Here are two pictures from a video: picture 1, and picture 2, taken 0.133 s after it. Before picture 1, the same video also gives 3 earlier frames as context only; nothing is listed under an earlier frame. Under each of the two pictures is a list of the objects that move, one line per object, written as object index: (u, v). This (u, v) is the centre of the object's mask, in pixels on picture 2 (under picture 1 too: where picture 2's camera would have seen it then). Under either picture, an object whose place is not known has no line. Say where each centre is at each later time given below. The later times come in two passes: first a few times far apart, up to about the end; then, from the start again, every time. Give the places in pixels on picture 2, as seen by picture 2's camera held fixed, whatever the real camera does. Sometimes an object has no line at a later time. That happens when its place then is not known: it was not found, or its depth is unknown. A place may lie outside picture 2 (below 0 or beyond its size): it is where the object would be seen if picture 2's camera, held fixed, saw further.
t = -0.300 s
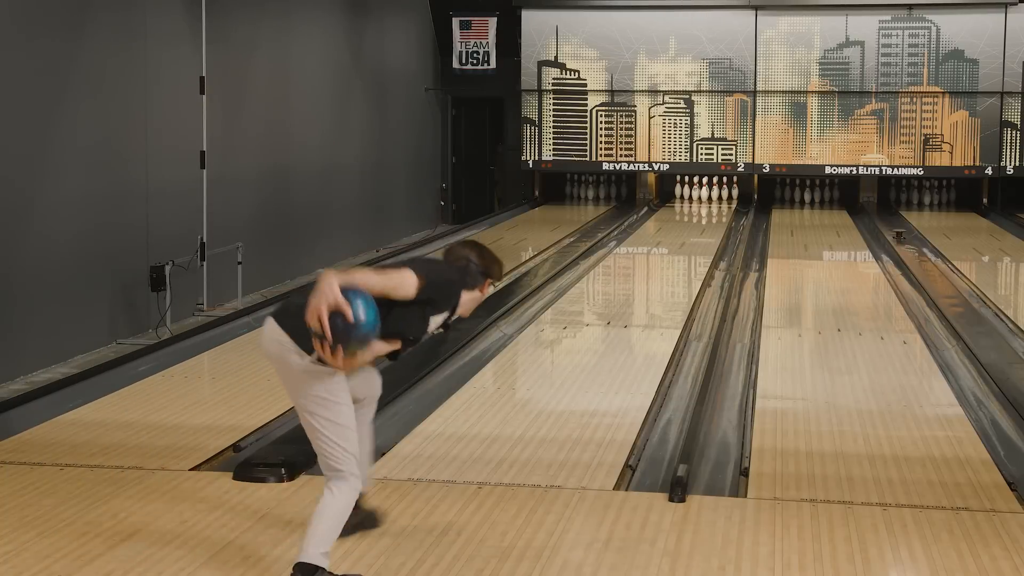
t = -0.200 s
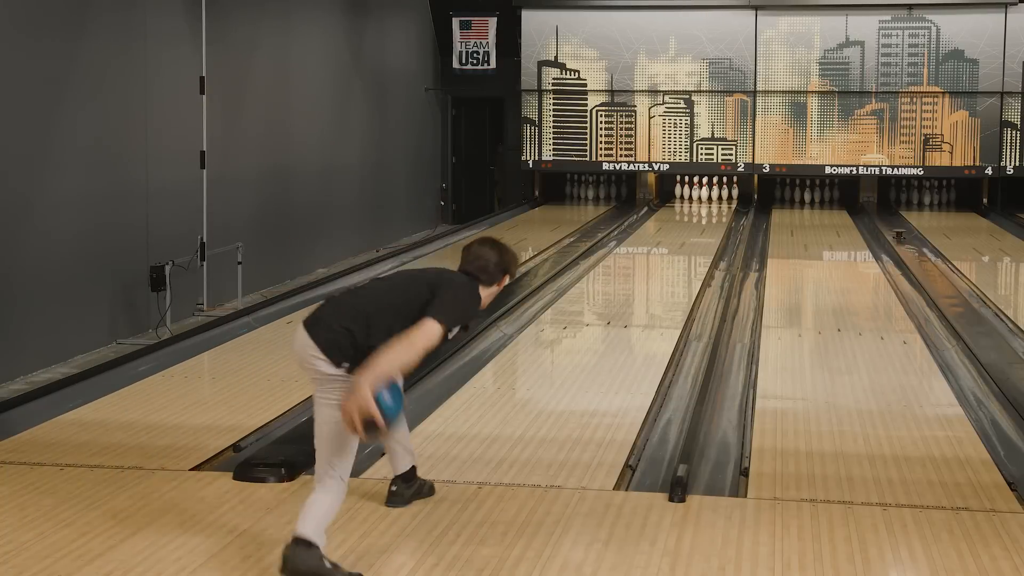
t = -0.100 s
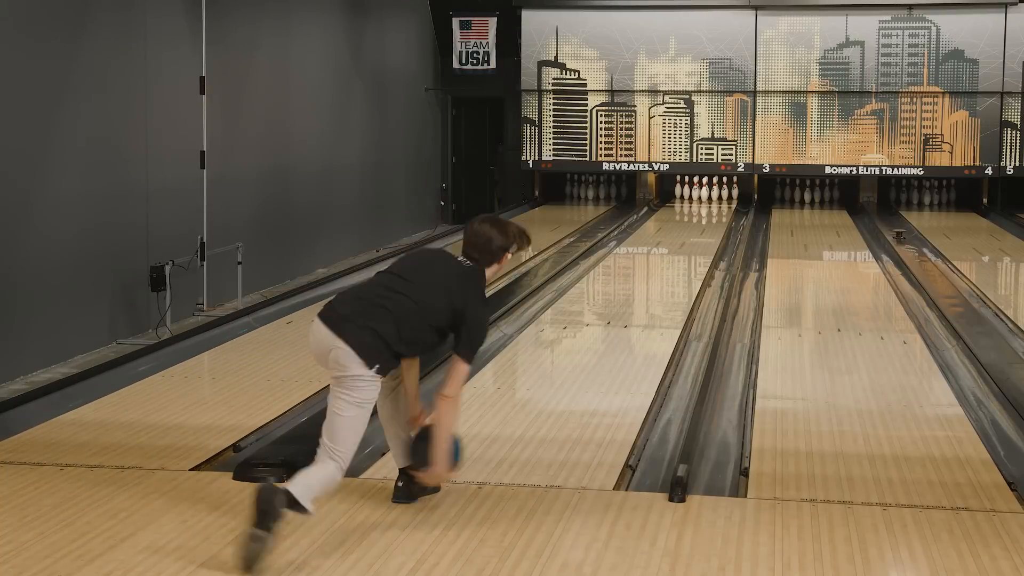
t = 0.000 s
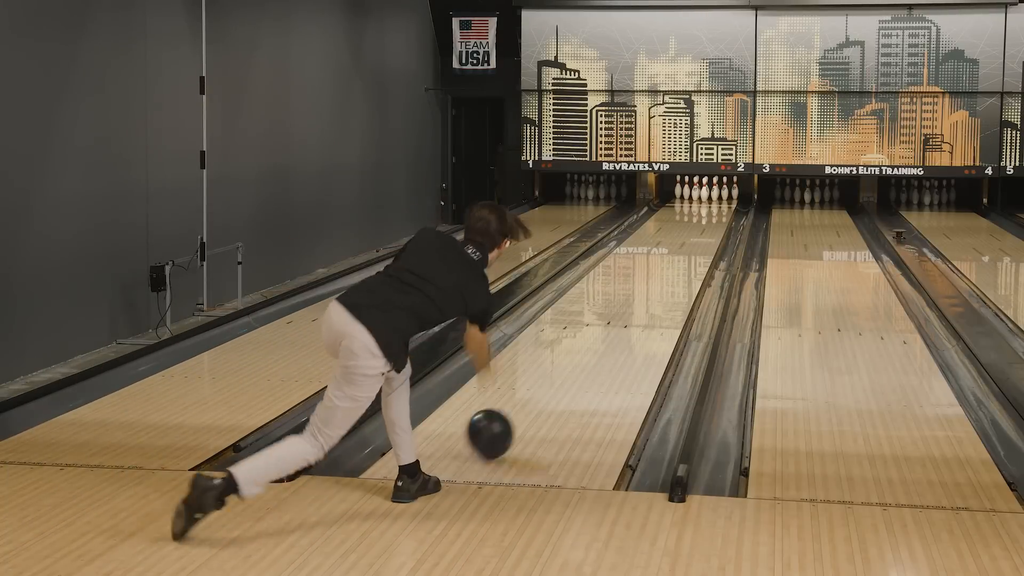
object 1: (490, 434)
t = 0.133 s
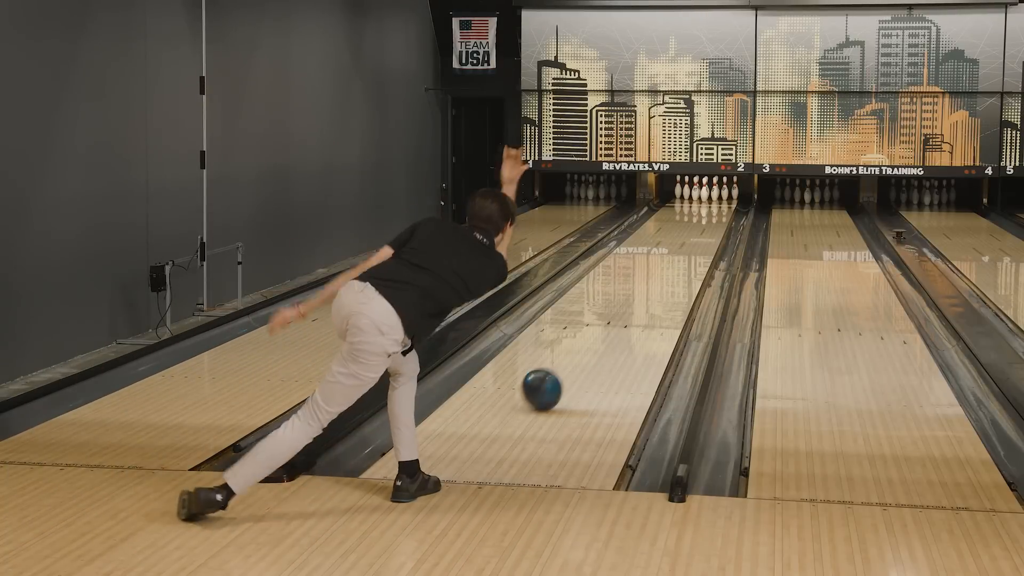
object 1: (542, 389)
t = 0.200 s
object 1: (562, 370)
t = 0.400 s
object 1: (610, 325)
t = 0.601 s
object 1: (643, 294)
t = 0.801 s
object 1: (667, 270)
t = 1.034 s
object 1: (688, 249)
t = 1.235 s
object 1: (702, 234)
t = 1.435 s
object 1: (711, 223)
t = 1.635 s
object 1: (716, 213)
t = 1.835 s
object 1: (716, 205)
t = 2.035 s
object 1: (712, 199)
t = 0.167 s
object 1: (552, 380)
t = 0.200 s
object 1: (562, 370)
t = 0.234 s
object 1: (572, 362)
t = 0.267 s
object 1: (580, 354)
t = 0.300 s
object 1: (588, 346)
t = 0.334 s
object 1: (596, 339)
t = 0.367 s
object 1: (603, 332)
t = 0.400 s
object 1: (610, 325)
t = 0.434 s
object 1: (616, 319)
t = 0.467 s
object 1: (622, 314)
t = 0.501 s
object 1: (628, 309)
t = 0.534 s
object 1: (633, 304)
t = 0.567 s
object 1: (638, 299)
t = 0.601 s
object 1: (643, 294)
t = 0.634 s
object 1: (647, 290)
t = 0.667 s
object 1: (652, 285)
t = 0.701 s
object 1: (656, 281)
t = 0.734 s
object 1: (660, 278)
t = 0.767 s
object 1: (664, 274)
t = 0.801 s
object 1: (667, 270)
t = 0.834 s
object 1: (671, 267)
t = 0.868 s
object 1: (674, 263)
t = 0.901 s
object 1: (677, 260)
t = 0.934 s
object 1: (680, 257)
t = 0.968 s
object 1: (683, 254)
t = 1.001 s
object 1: (686, 252)
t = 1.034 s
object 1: (688, 249)
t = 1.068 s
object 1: (691, 246)
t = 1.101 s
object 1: (693, 244)
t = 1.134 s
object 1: (695, 241)
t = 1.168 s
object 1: (698, 239)
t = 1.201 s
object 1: (700, 237)
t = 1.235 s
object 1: (702, 234)
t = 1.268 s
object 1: (703, 232)
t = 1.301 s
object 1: (705, 230)
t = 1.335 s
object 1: (707, 229)
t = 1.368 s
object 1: (708, 227)
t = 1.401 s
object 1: (710, 225)
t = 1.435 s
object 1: (711, 223)
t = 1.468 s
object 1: (712, 221)
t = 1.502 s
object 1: (713, 219)
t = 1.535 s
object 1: (714, 218)
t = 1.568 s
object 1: (715, 216)
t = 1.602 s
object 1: (715, 215)
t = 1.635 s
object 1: (716, 213)
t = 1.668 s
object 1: (716, 212)
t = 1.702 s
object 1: (717, 210)
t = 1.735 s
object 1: (717, 209)
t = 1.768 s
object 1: (717, 208)
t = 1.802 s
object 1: (716, 207)
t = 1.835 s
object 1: (716, 205)
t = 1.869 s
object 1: (715, 204)
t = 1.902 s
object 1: (715, 203)
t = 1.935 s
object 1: (715, 202)
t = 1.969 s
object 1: (714, 200)
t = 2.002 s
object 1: (713, 200)
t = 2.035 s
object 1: (712, 199)
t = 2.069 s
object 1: (710, 198)
